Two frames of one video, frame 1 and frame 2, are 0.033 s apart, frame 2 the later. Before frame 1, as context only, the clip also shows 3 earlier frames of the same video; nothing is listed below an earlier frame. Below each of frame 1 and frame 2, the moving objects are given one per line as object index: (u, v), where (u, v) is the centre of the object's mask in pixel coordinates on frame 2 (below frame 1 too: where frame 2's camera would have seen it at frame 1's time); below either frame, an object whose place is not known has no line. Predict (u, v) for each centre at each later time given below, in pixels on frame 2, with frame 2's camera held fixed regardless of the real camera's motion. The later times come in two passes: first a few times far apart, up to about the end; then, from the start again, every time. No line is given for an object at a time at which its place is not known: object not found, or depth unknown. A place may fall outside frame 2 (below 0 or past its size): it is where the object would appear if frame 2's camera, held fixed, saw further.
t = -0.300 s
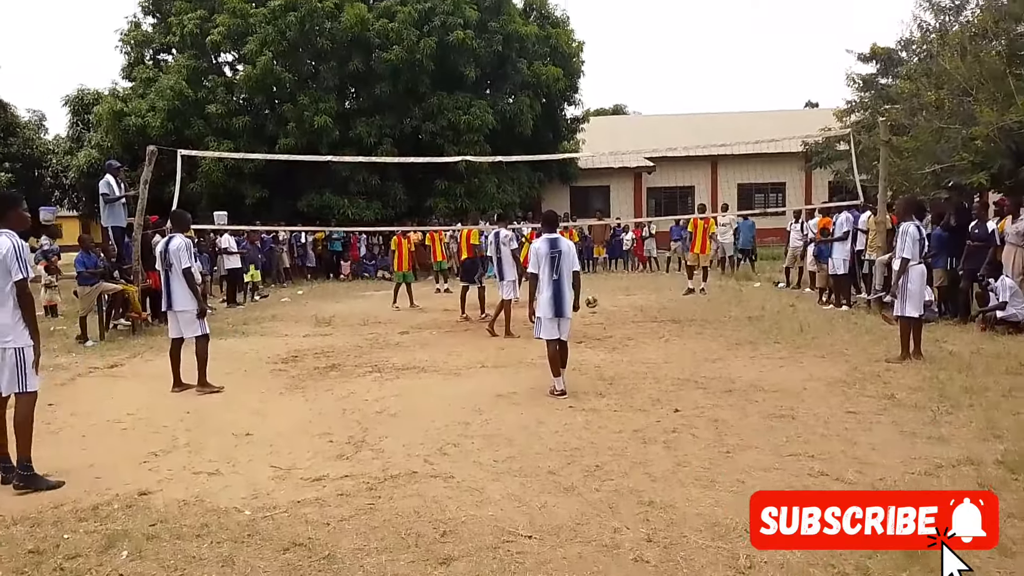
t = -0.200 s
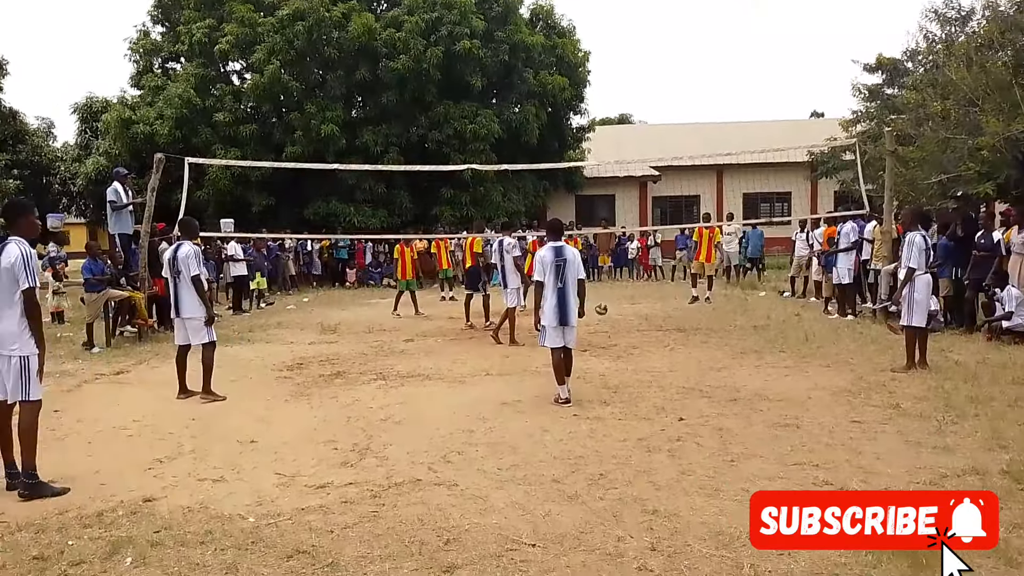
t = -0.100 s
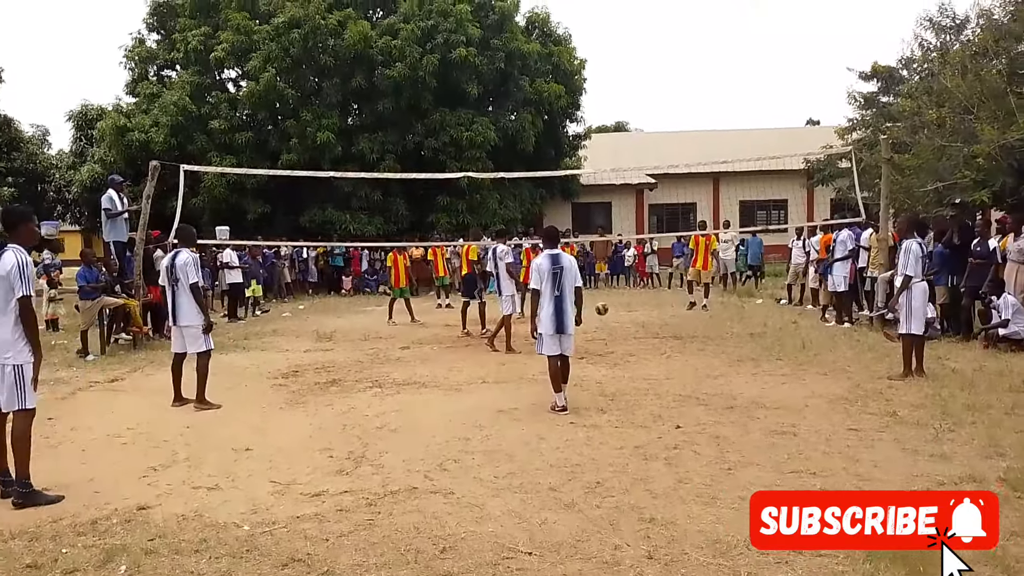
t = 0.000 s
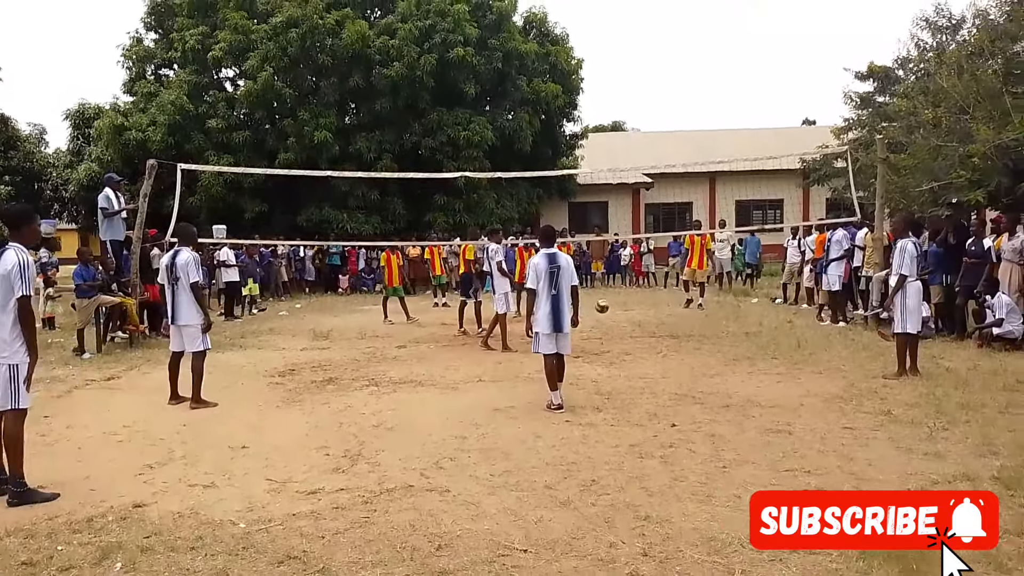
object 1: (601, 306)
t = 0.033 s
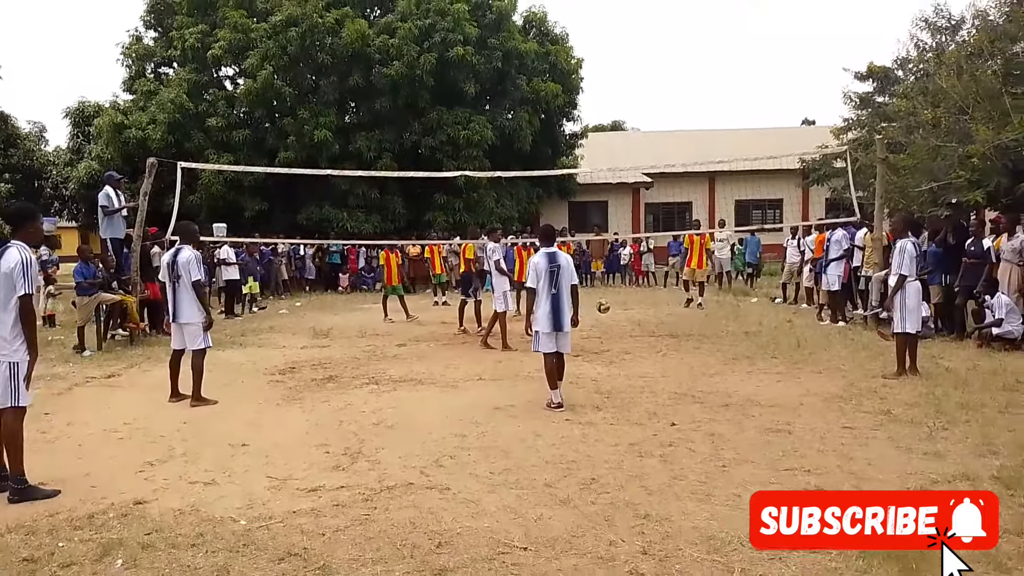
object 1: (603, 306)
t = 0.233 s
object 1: (613, 329)
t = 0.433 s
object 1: (622, 328)
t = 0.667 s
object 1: (636, 352)
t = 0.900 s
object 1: (657, 351)
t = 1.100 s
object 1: (677, 359)
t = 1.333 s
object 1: (702, 374)
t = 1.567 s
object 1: (730, 377)
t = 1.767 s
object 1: (761, 412)
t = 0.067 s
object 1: (605, 308)
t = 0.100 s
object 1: (606, 311)
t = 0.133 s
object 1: (608, 314)
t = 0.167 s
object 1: (609, 319)
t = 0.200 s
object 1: (611, 324)
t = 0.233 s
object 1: (613, 329)
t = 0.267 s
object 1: (615, 337)
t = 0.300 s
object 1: (617, 333)
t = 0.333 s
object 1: (618, 331)
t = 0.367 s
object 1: (619, 330)
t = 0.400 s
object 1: (621, 328)
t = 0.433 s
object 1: (622, 328)
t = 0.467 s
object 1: (624, 329)
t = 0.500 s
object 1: (626, 331)
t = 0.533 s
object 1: (627, 333)
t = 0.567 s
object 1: (629, 336)
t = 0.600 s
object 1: (632, 341)
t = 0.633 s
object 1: (634, 347)
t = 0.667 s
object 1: (636, 352)
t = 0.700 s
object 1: (639, 349)
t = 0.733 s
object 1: (642, 346)
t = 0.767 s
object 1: (645, 345)
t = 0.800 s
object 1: (648, 345)
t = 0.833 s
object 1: (651, 346)
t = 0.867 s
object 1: (654, 348)
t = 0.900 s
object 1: (657, 351)
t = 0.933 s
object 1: (661, 354)
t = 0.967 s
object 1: (664, 360)
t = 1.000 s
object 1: (668, 366)
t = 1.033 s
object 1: (671, 366)
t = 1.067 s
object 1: (674, 362)
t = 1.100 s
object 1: (677, 359)
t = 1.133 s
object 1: (680, 358)
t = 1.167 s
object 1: (683, 358)
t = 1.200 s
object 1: (687, 358)
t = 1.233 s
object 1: (690, 361)
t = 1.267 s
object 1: (694, 363)
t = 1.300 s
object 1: (698, 367)
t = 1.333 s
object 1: (702, 374)
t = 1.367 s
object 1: (707, 380)
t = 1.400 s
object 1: (711, 387)
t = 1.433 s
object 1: (714, 383)
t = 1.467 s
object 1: (718, 380)
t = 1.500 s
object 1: (722, 377)
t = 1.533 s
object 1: (726, 377)
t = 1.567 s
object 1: (730, 377)
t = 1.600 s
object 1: (734, 380)
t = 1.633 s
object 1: (739, 384)
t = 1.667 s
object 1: (744, 388)
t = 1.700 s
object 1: (749, 394)
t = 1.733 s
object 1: (755, 402)
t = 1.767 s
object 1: (761, 412)
